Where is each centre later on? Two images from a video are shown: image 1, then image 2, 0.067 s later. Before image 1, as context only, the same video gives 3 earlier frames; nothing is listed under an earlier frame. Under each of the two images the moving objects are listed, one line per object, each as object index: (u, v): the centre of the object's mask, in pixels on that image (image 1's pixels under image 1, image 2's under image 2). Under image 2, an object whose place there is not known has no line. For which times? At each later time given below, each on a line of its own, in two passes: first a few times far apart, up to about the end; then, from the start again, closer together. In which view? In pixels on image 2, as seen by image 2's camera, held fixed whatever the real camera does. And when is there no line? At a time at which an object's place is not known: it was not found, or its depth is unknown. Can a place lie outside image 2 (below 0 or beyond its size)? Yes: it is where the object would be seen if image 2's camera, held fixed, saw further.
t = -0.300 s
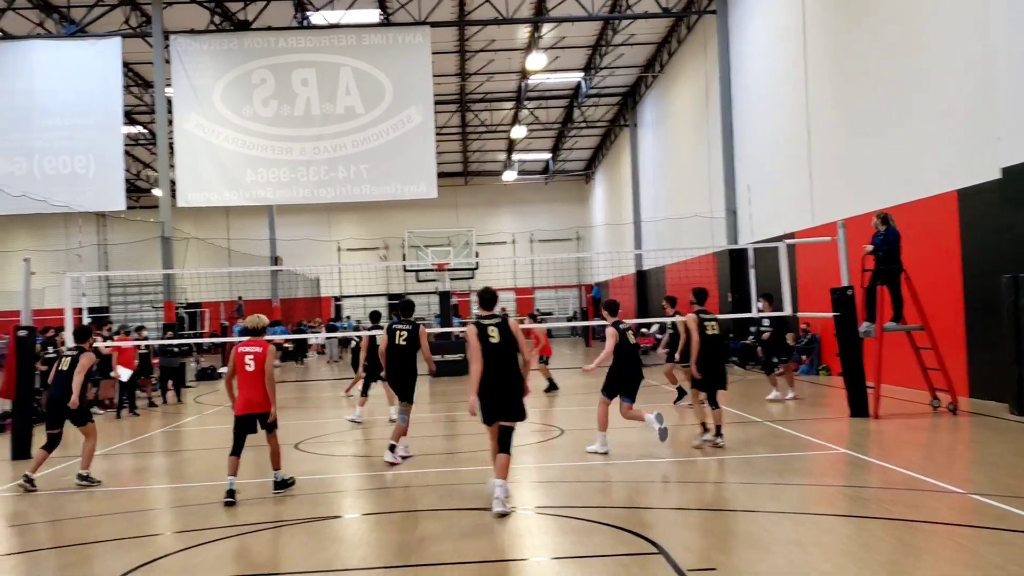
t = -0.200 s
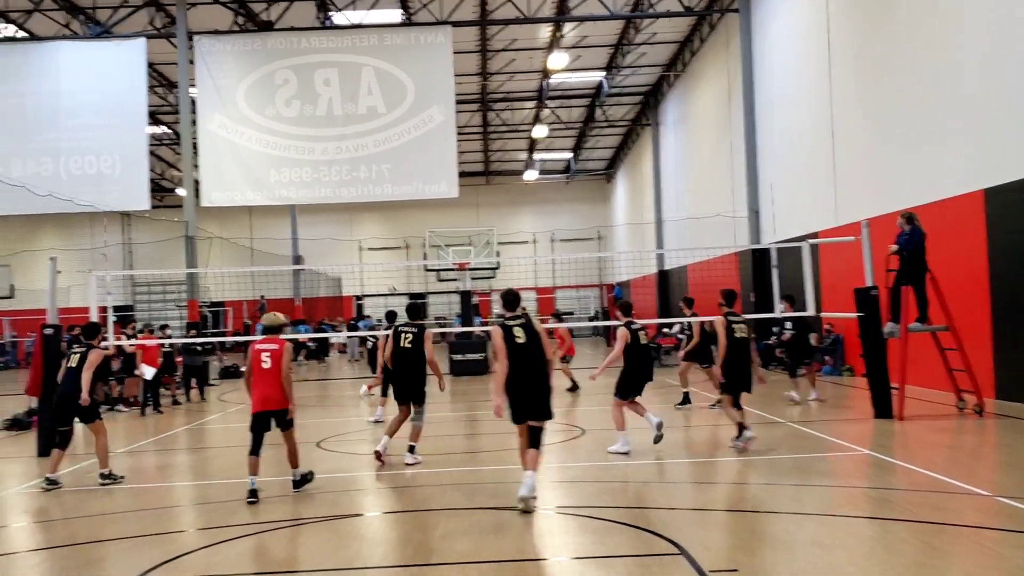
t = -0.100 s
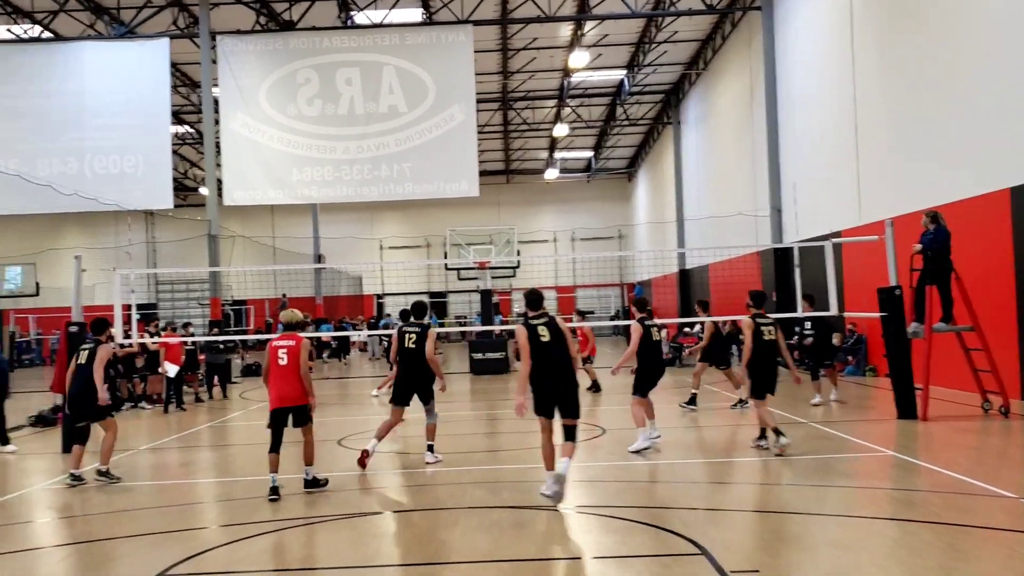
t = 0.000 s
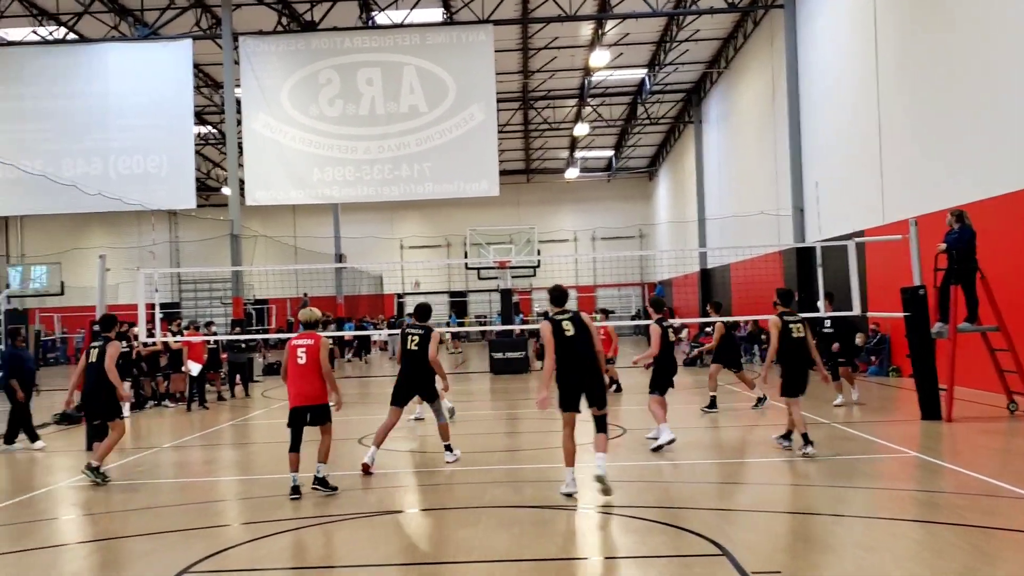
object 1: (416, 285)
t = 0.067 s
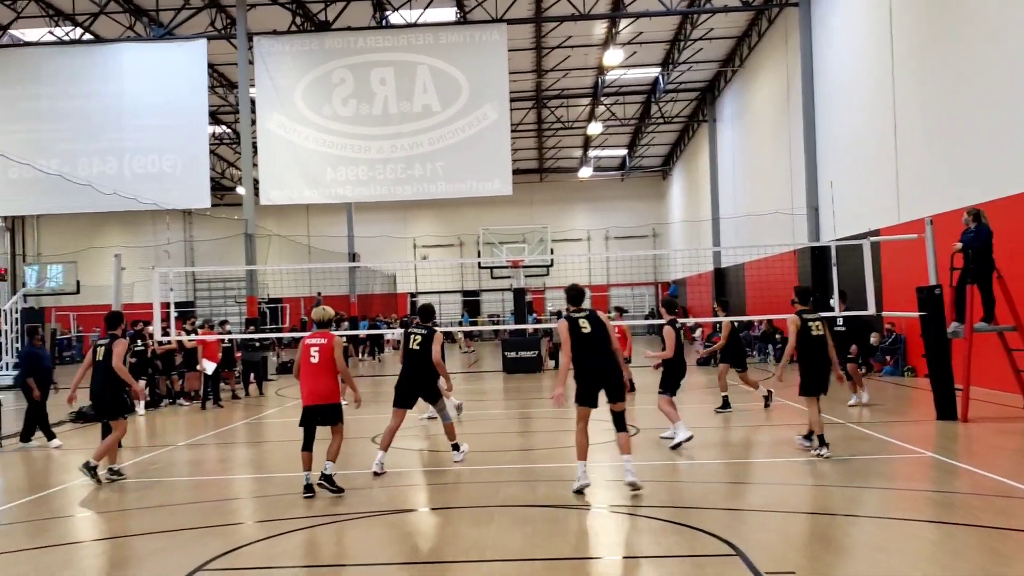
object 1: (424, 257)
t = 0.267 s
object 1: (410, 185)
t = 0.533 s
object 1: (382, 103)
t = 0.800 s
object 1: (349, 50)
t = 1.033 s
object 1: (313, 37)
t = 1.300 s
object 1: (261, 80)
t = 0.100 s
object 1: (420, 245)
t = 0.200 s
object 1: (414, 207)
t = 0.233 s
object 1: (412, 196)
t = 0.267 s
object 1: (410, 185)
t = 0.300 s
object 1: (406, 173)
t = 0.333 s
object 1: (403, 163)
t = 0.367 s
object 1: (399, 151)
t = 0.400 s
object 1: (397, 141)
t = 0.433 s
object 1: (393, 131)
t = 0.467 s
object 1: (389, 120)
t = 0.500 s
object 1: (386, 112)
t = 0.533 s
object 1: (382, 103)
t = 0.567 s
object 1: (378, 93)
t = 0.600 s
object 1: (374, 87)
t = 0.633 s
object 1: (371, 79)
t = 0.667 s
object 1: (366, 72)
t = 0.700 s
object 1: (363, 66)
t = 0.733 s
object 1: (358, 60)
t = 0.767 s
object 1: (354, 55)
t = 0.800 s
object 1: (349, 50)
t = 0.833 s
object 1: (343, 46)
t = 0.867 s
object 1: (339, 44)
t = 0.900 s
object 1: (334, 40)
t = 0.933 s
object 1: (329, 38)
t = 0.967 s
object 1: (323, 37)
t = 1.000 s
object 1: (319, 37)
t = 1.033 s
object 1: (313, 37)
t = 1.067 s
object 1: (308, 39)
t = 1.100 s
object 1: (302, 42)
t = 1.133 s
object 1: (295, 46)
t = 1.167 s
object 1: (289, 50)
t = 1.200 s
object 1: (283, 55)
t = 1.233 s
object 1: (276, 62)
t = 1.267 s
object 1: (269, 70)
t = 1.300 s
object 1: (261, 80)
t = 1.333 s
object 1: (255, 90)
